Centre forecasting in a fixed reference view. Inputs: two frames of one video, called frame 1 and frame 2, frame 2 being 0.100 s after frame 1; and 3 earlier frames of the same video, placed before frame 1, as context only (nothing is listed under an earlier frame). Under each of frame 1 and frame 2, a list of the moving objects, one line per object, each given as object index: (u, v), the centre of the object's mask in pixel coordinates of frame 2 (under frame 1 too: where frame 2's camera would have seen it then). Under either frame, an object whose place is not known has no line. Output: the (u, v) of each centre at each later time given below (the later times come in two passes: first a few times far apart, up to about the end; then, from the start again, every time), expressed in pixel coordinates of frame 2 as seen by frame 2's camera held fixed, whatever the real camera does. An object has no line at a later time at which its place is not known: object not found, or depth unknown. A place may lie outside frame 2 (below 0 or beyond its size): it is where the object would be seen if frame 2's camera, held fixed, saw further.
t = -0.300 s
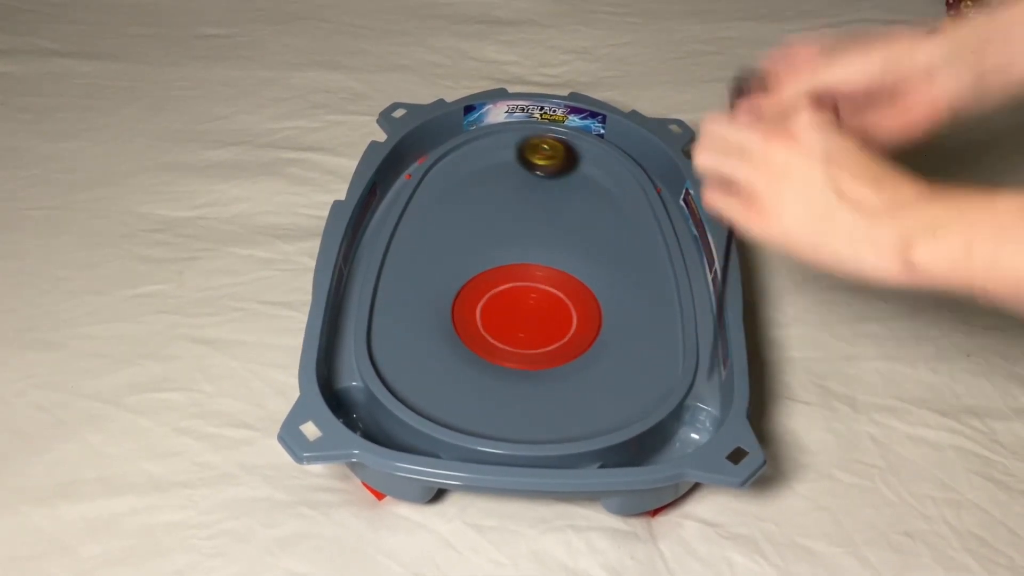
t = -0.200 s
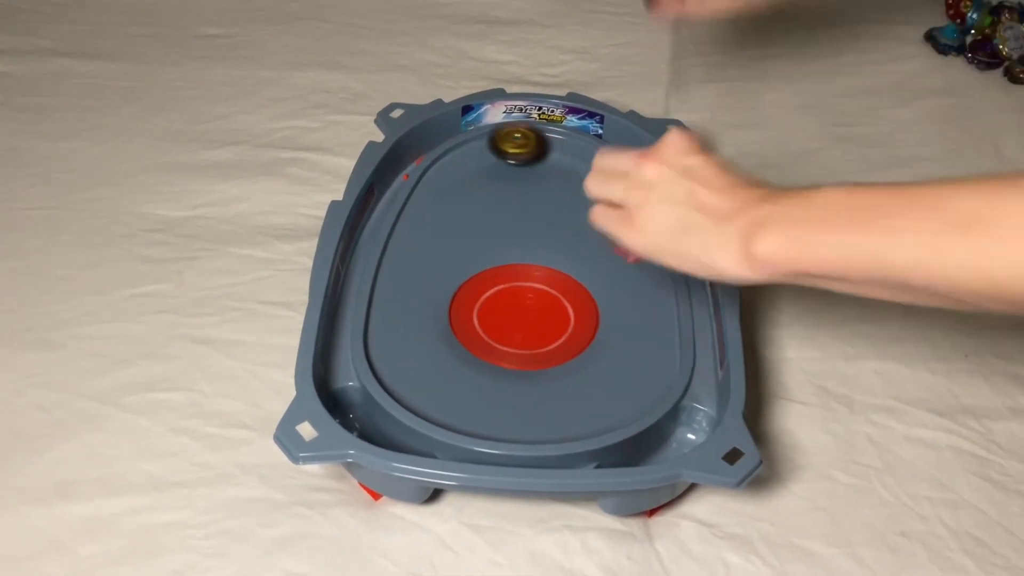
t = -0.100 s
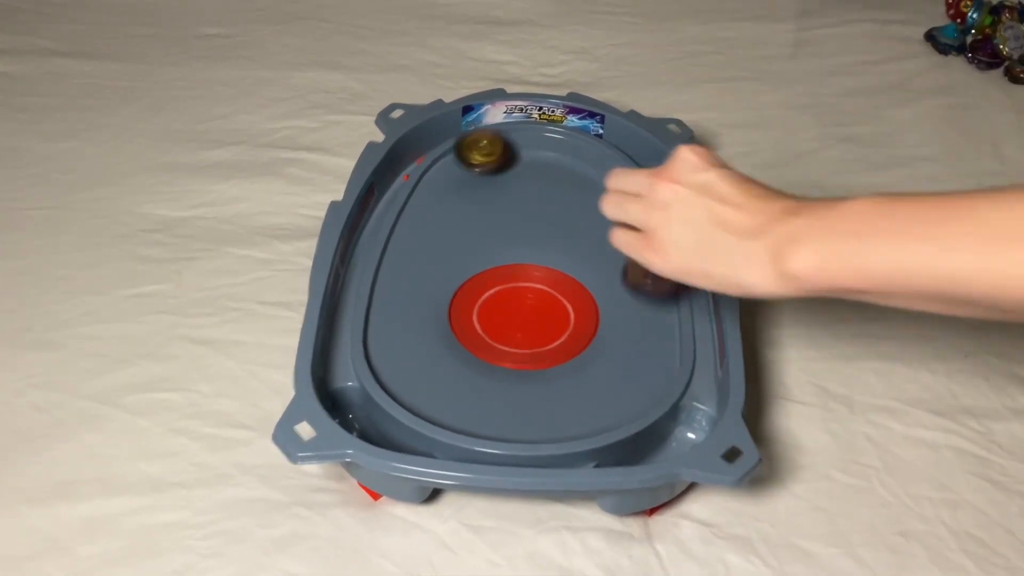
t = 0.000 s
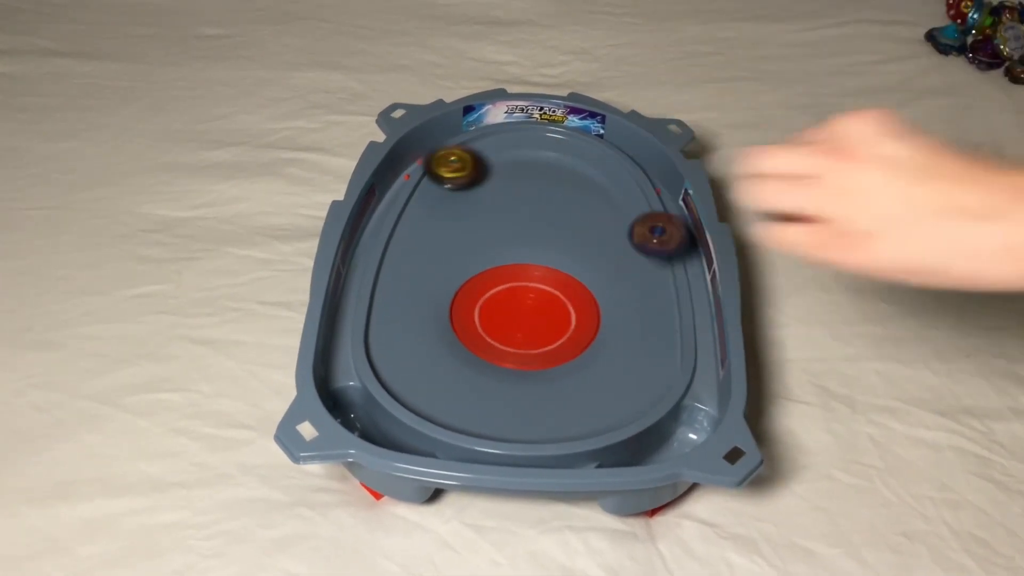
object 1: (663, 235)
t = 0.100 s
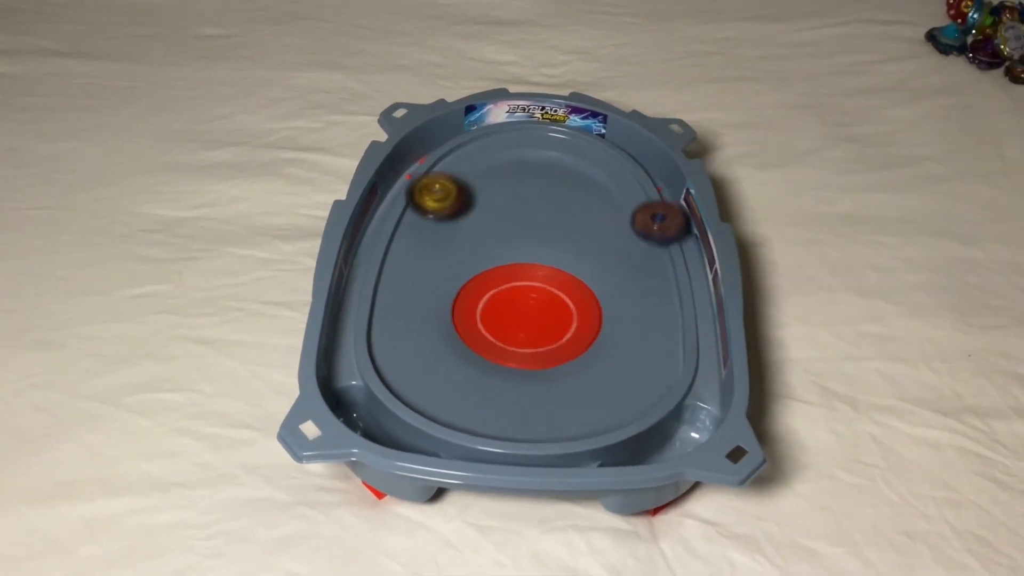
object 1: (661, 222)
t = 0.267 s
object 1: (623, 192)
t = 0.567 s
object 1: (550, 214)
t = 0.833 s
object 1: (509, 325)
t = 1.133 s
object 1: (512, 321)
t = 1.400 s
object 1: (542, 240)
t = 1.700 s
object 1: (536, 278)
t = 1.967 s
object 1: (658, 220)
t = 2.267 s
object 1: (515, 145)
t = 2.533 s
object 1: (476, 210)
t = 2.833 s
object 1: (586, 347)
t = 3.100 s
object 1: (665, 347)
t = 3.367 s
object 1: (631, 301)
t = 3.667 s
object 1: (511, 249)
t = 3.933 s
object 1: (520, 278)
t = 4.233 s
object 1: (563, 333)
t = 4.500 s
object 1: (429, 283)
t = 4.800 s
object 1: (460, 283)
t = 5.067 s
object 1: (591, 281)
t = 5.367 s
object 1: (580, 279)
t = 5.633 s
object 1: (514, 314)
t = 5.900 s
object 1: (494, 249)
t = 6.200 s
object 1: (571, 275)
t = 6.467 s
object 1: (514, 341)
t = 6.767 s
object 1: (507, 245)
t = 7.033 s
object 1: (635, 283)
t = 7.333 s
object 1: (568, 279)
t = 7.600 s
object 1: (499, 323)
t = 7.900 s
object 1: (484, 271)
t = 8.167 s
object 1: (620, 239)
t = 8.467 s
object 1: (603, 209)
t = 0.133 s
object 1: (659, 215)
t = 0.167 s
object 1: (651, 209)
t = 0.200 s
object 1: (642, 202)
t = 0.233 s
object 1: (634, 197)
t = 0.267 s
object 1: (623, 192)
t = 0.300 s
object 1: (616, 188)
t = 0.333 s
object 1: (610, 187)
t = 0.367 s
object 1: (603, 188)
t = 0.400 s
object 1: (596, 189)
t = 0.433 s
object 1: (588, 192)
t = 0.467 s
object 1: (579, 195)
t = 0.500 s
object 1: (570, 200)
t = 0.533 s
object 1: (560, 206)
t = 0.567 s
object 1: (550, 214)
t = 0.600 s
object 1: (541, 223)
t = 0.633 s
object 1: (530, 235)
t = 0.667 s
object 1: (519, 251)
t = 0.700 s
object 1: (510, 269)
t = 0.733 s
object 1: (505, 286)
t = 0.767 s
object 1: (504, 302)
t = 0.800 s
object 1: (507, 315)
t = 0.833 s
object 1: (509, 325)
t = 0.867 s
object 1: (512, 334)
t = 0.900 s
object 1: (514, 336)
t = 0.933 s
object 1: (516, 341)
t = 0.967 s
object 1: (516, 342)
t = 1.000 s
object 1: (516, 341)
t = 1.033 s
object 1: (516, 341)
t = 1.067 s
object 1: (515, 334)
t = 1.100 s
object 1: (512, 332)
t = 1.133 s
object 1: (512, 321)
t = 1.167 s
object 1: (508, 316)
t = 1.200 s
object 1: (505, 306)
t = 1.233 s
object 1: (504, 291)
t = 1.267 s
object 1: (505, 279)
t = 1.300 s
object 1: (510, 268)
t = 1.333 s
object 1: (519, 256)
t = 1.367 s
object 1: (530, 247)
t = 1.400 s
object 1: (542, 240)
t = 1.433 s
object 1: (553, 235)
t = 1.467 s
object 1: (562, 233)
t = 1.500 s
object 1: (568, 233)
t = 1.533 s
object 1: (569, 234)
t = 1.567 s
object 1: (568, 238)
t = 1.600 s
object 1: (562, 243)
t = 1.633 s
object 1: (554, 251)
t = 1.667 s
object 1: (543, 264)
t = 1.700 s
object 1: (536, 278)
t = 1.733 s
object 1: (534, 292)
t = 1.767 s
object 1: (536, 307)
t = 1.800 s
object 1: (537, 320)
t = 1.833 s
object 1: (541, 326)
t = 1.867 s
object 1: (588, 295)
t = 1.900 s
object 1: (617, 265)
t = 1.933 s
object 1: (637, 241)
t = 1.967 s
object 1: (658, 220)
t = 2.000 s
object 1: (650, 198)
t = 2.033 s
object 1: (635, 183)
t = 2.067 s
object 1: (616, 176)
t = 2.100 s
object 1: (602, 166)
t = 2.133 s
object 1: (589, 157)
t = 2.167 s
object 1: (572, 147)
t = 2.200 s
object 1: (553, 143)
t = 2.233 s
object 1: (533, 143)
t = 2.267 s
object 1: (515, 145)
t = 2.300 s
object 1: (499, 150)
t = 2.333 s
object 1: (487, 155)
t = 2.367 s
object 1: (478, 161)
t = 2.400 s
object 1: (471, 168)
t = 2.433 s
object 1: (469, 174)
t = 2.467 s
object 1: (469, 183)
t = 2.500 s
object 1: (471, 195)
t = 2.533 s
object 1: (476, 210)
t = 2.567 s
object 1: (482, 227)
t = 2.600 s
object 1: (489, 248)
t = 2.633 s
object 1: (500, 273)
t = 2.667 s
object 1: (515, 294)
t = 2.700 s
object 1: (533, 310)
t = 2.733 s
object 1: (550, 323)
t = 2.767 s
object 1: (565, 334)
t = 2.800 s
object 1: (576, 344)
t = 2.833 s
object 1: (586, 347)
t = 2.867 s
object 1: (595, 354)
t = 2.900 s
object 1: (604, 355)
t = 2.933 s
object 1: (613, 359)
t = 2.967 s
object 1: (623, 359)
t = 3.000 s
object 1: (632, 356)
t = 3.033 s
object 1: (642, 356)
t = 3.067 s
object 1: (653, 353)
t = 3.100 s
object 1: (665, 347)
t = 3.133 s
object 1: (678, 343)
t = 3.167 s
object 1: (670, 332)
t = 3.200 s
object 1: (658, 328)
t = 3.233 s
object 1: (649, 321)
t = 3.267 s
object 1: (642, 315)
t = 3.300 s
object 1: (637, 310)
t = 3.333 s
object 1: (634, 306)
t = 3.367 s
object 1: (631, 301)
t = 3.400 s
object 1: (627, 295)
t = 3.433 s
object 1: (620, 289)
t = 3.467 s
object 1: (608, 281)
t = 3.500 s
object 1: (593, 271)
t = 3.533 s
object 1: (574, 263)
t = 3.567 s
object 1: (555, 256)
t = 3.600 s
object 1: (538, 252)
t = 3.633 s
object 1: (524, 250)
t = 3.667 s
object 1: (511, 249)
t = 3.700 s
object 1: (502, 249)
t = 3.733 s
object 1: (496, 250)
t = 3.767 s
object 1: (493, 253)
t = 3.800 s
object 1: (492, 257)
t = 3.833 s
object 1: (495, 262)
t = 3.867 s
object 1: (501, 266)
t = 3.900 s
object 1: (509, 272)
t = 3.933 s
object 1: (520, 278)
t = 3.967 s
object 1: (534, 283)
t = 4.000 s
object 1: (551, 289)
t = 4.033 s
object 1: (567, 295)
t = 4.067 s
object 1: (582, 304)
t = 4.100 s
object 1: (592, 314)
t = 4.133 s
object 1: (596, 322)
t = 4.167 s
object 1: (589, 325)
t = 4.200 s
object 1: (578, 329)
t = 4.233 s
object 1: (563, 333)
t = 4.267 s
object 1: (543, 335)
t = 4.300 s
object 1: (521, 334)
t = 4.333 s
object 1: (498, 330)
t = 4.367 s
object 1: (475, 322)
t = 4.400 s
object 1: (453, 311)
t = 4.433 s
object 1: (440, 300)
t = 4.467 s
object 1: (435, 289)
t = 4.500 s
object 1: (429, 283)
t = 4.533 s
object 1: (428, 275)
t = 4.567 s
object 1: (428, 270)
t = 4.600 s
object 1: (429, 268)
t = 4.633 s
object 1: (432, 266)
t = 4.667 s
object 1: (435, 266)
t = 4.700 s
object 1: (439, 266)
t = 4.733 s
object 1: (444, 270)
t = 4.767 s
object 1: (451, 275)
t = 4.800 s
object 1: (460, 283)
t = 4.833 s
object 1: (472, 291)
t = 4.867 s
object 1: (487, 297)
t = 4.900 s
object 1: (505, 299)
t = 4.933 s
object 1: (522, 296)
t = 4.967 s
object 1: (537, 290)
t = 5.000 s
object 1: (556, 285)
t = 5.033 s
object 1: (573, 282)
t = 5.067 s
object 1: (591, 281)
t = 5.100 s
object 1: (606, 281)
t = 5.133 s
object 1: (616, 281)
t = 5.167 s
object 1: (620, 280)
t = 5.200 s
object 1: (622, 280)
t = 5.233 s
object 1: (620, 281)
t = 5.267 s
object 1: (615, 279)
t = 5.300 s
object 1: (605, 277)
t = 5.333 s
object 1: (593, 278)
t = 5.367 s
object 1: (580, 279)
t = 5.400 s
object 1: (566, 281)
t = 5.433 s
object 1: (554, 285)
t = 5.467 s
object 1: (544, 290)
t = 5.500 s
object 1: (538, 297)
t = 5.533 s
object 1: (535, 304)
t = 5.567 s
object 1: (531, 309)
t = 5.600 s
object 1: (523, 313)
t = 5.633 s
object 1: (514, 314)
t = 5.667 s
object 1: (505, 313)
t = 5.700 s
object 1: (495, 310)
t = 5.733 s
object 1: (487, 303)
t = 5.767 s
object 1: (481, 294)
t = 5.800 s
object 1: (479, 283)
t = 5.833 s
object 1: (479, 272)
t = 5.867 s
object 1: (484, 260)
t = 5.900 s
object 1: (494, 249)
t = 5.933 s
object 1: (506, 241)
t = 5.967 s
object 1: (519, 238)
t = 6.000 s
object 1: (530, 236)
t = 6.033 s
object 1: (539, 239)
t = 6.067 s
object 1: (547, 242)
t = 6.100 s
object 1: (552, 249)
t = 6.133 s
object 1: (556, 256)
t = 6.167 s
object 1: (563, 265)
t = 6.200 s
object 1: (571, 275)
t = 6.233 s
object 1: (581, 288)
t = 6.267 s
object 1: (591, 302)
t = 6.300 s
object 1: (597, 318)
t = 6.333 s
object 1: (594, 329)
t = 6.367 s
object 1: (580, 337)
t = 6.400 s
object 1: (561, 341)
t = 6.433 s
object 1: (538, 343)
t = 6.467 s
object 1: (514, 341)
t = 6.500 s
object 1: (489, 334)
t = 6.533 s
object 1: (465, 324)
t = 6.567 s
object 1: (453, 309)
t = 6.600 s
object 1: (450, 293)
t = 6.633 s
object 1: (452, 281)
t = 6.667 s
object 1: (460, 271)
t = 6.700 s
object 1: (473, 261)
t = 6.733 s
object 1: (488, 250)
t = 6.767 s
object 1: (507, 245)
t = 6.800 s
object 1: (531, 243)
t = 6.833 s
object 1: (556, 246)
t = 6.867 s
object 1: (579, 250)
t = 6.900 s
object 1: (597, 256)
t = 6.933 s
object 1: (612, 263)
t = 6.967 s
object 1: (623, 271)
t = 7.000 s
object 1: (631, 278)
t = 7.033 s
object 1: (635, 283)
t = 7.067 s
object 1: (636, 288)
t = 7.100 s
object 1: (635, 291)
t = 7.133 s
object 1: (632, 293)
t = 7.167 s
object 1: (627, 292)
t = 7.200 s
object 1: (620, 290)
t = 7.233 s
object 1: (610, 287)
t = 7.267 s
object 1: (597, 283)
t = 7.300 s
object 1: (583, 279)
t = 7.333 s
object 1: (568, 279)
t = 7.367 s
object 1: (556, 281)
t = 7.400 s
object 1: (548, 285)
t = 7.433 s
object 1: (543, 291)
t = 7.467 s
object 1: (541, 298)
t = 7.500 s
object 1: (536, 308)
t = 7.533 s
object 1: (528, 316)
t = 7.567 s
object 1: (516, 321)
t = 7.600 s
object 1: (499, 323)
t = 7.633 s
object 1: (485, 321)
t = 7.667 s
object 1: (472, 316)
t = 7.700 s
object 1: (459, 308)
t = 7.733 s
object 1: (453, 299)
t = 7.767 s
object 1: (453, 292)
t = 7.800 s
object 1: (456, 287)
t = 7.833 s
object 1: (463, 284)
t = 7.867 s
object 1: (472, 278)
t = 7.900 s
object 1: (484, 271)
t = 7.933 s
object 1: (501, 263)
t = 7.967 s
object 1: (520, 254)
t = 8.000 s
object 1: (542, 247)
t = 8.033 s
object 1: (563, 242)
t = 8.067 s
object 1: (583, 240)
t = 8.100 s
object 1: (599, 239)
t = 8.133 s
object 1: (610, 240)
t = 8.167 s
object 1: (620, 239)
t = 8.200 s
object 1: (626, 239)
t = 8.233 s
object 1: (628, 239)
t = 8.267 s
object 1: (628, 238)
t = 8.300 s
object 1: (627, 234)
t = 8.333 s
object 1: (623, 230)
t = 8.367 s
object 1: (619, 225)
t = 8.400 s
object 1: (615, 219)
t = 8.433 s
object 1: (609, 214)
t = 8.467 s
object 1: (603, 209)
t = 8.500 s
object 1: (597, 204)
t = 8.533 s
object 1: (589, 200)
